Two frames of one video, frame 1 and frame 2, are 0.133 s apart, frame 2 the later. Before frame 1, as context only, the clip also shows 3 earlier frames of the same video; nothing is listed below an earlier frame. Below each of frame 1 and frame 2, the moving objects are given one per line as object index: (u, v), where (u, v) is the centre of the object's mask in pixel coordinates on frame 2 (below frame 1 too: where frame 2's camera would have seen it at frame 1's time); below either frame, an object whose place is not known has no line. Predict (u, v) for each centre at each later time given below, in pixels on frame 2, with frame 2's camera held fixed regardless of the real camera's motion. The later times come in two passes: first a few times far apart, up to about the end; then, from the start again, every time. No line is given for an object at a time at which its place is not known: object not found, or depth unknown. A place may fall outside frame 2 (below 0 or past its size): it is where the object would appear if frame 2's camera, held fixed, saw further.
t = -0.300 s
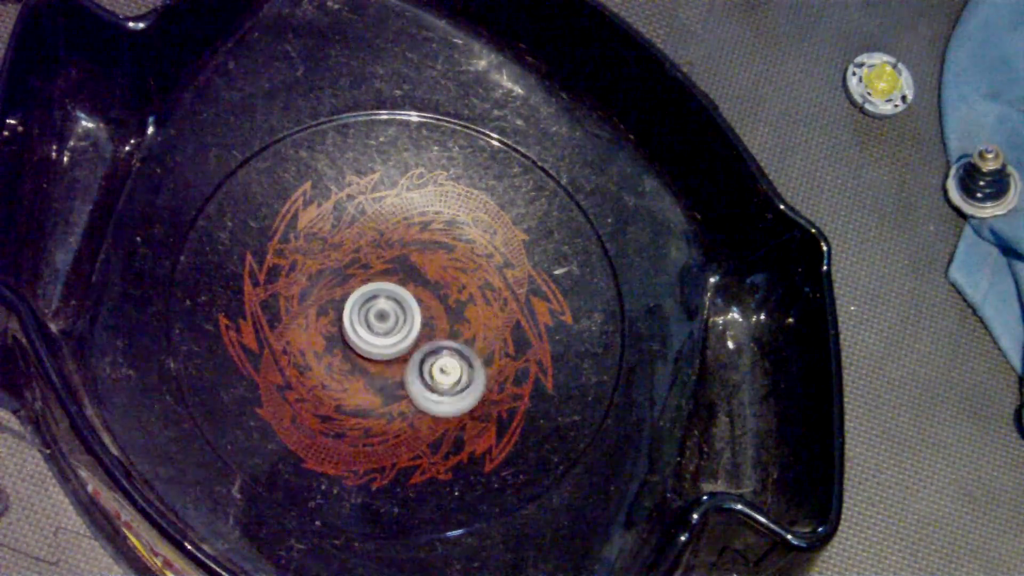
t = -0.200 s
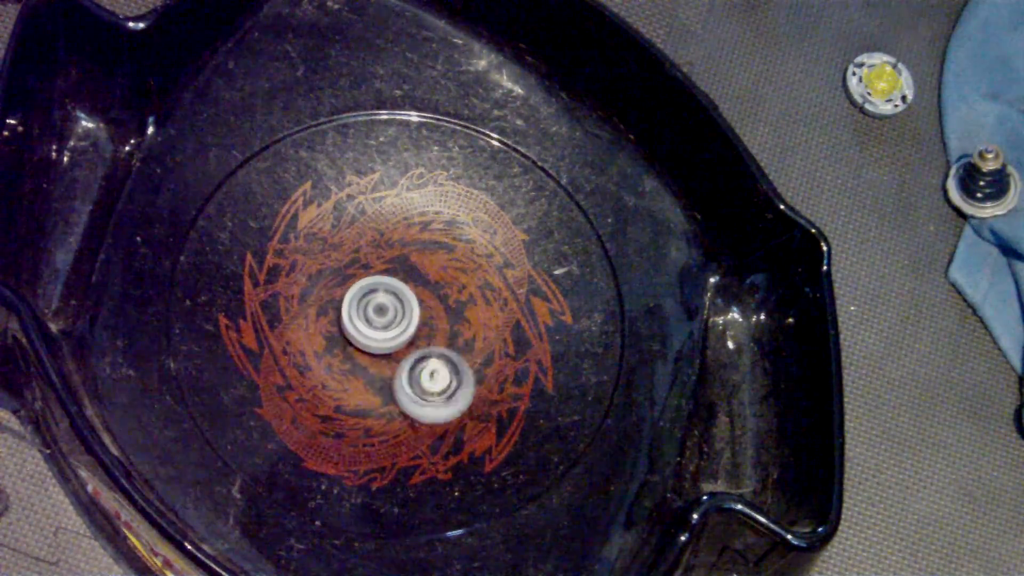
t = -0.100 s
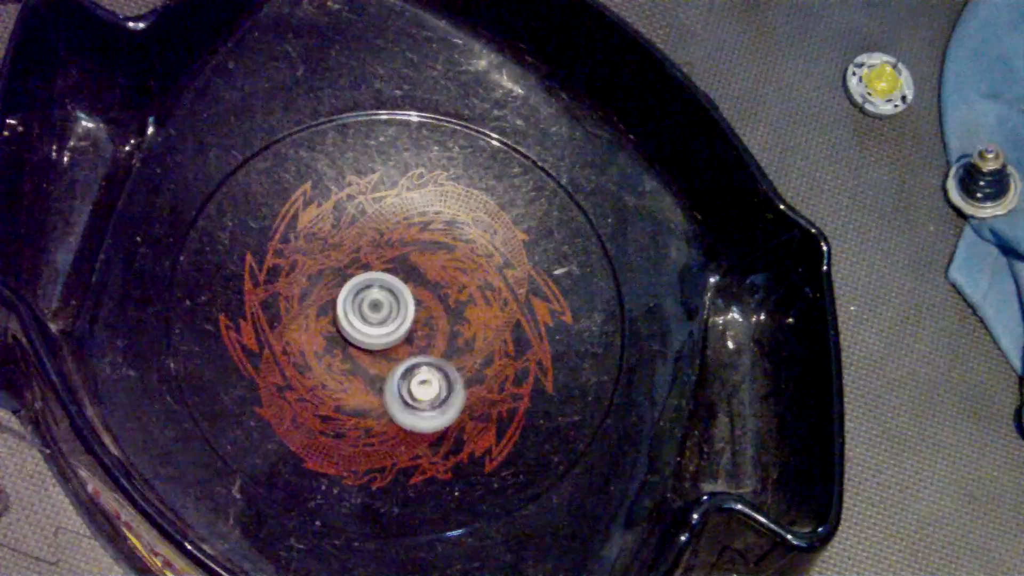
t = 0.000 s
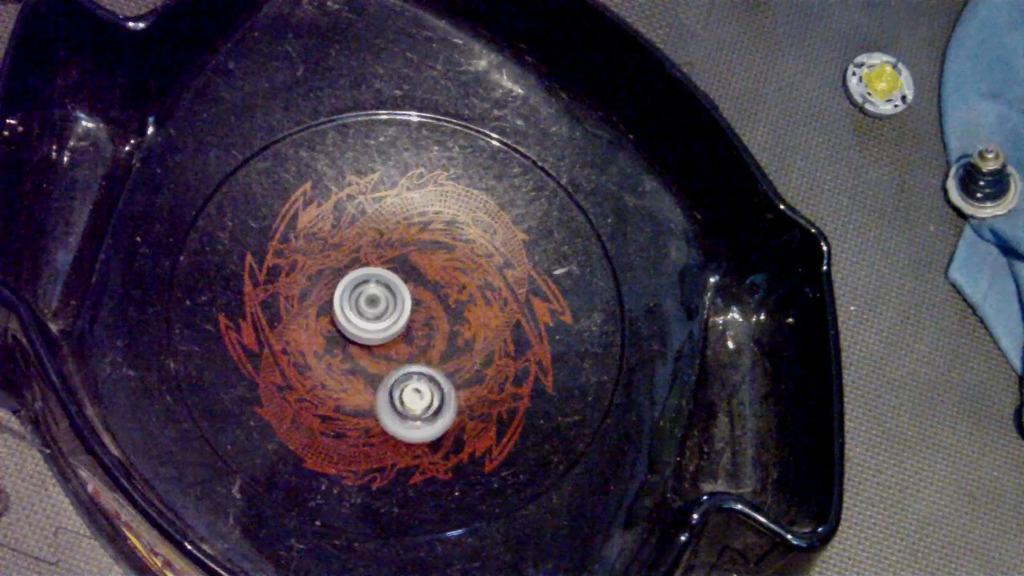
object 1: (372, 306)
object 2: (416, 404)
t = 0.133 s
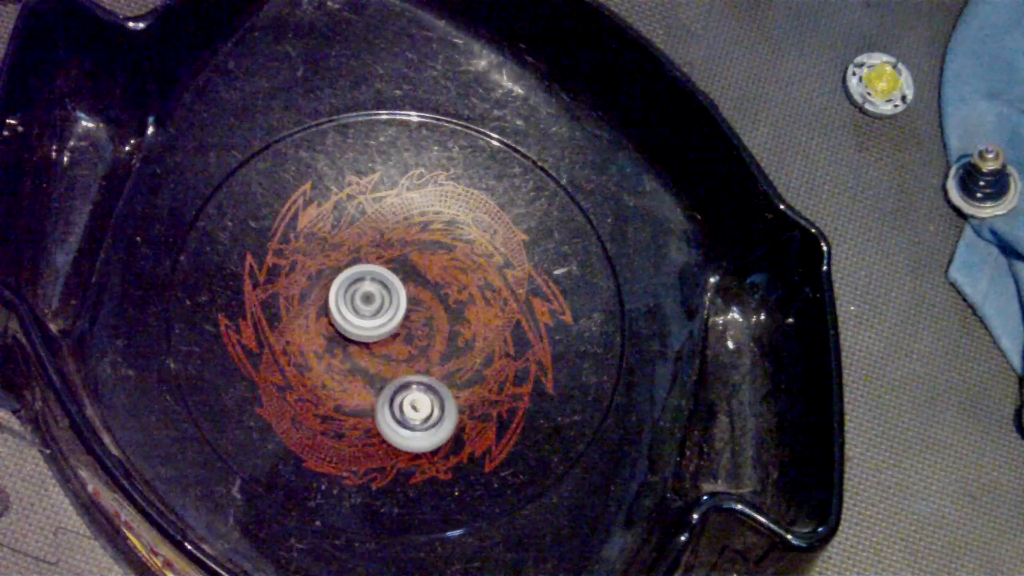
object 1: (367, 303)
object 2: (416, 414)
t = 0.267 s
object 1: (362, 300)
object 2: (419, 409)
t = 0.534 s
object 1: (355, 305)
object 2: (392, 392)
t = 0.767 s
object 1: (357, 315)
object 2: (363, 393)
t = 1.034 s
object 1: (358, 320)
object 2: (357, 402)
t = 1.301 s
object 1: (358, 308)
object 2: (359, 385)
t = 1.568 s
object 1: (353, 277)
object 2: (355, 356)
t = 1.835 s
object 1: (346, 242)
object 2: (357, 356)
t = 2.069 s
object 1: (351, 249)
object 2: (373, 348)
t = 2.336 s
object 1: (348, 251)
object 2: (380, 328)
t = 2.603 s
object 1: (359, 241)
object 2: (368, 324)
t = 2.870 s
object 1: (372, 250)
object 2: (346, 333)
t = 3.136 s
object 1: (386, 253)
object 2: (328, 337)
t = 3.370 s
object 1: (402, 264)
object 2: (324, 351)
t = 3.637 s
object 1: (427, 288)
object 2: (332, 363)
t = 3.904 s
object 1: (444, 318)
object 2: (338, 377)
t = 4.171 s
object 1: (444, 338)
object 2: (349, 389)
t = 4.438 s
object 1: (439, 355)
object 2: (370, 394)
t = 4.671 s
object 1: (453, 348)
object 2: (371, 396)
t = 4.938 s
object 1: (460, 336)
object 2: (387, 395)
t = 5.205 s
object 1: (463, 331)
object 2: (403, 385)
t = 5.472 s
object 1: (476, 326)
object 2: (415, 381)
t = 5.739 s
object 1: (487, 329)
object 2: (424, 386)
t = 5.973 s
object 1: (481, 326)
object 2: (420, 399)
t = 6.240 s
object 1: (481, 322)
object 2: (416, 395)
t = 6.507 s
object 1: (468, 333)
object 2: (413, 392)
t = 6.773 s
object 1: (460, 338)
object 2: (406, 388)
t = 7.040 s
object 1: (454, 321)
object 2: (385, 390)
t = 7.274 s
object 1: (453, 306)
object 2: (396, 393)
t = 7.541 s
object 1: (464, 311)
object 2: (393, 380)
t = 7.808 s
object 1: (459, 329)
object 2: (385, 386)
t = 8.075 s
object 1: (452, 344)
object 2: (385, 389)
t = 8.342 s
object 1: (459, 350)
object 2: (370, 385)
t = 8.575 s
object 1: (447, 350)
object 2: (376, 383)
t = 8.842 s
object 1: (447, 348)
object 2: (369, 389)
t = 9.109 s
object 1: (443, 345)
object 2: (369, 390)
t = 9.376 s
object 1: (445, 342)
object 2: (365, 388)
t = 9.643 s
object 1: (452, 339)
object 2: (366, 387)
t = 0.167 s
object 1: (366, 302)
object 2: (417, 414)
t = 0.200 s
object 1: (364, 301)
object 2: (418, 413)
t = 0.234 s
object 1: (363, 301)
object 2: (419, 411)
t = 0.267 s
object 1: (362, 300)
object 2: (419, 409)
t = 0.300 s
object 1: (362, 300)
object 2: (418, 406)
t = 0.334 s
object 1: (361, 300)
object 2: (416, 403)
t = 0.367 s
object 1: (360, 301)
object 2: (413, 401)
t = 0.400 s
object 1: (359, 301)
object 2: (409, 398)
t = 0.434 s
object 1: (358, 302)
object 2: (405, 396)
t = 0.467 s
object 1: (357, 303)
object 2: (401, 394)
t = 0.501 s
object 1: (355, 304)
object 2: (397, 393)
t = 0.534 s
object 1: (355, 305)
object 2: (392, 392)
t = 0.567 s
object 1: (354, 306)
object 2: (388, 391)
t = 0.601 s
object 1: (354, 307)
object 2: (384, 390)
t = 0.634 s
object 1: (354, 309)
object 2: (379, 390)
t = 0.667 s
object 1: (355, 311)
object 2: (375, 390)
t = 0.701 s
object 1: (356, 312)
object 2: (371, 391)
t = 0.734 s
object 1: (356, 314)
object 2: (367, 392)
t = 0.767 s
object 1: (357, 315)
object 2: (363, 393)
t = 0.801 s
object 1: (357, 315)
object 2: (359, 395)
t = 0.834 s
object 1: (357, 316)
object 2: (356, 396)
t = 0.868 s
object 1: (357, 316)
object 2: (354, 399)
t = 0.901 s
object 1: (357, 317)
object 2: (353, 401)
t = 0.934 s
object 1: (357, 317)
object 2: (353, 402)
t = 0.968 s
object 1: (357, 318)
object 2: (355, 403)
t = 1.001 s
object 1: (358, 319)
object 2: (356, 403)
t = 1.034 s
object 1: (358, 320)
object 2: (357, 402)
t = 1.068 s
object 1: (359, 321)
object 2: (358, 402)
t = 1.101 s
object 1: (360, 321)
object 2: (359, 402)
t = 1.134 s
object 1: (359, 320)
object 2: (359, 401)
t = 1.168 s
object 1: (358, 317)
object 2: (360, 399)
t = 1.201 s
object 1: (357, 315)
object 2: (360, 396)
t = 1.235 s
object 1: (357, 313)
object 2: (360, 392)
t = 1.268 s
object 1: (357, 310)
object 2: (360, 389)
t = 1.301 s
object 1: (358, 308)
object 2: (359, 385)
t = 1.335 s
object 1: (358, 304)
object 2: (358, 383)
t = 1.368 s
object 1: (357, 301)
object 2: (357, 379)
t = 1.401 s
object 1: (357, 297)
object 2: (357, 375)
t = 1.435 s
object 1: (356, 292)
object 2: (356, 372)
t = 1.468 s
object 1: (356, 288)
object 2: (356, 367)
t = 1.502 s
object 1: (355, 284)
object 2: (356, 363)
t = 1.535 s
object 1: (355, 281)
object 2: (355, 359)
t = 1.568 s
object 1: (353, 277)
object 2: (355, 356)
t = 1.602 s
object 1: (352, 273)
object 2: (355, 354)
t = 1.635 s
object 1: (351, 269)
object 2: (355, 350)
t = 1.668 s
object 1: (350, 266)
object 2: (355, 346)
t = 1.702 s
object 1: (348, 264)
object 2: (356, 342)
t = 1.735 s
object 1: (347, 260)
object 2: (356, 342)
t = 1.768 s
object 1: (347, 251)
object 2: (356, 348)
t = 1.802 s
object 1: (346, 246)
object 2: (356, 354)
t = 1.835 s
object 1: (346, 242)
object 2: (357, 356)
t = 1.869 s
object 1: (347, 240)
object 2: (357, 357)
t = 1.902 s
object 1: (348, 240)
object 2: (359, 356)
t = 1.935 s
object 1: (349, 241)
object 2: (362, 355)
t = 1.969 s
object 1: (350, 243)
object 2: (365, 354)
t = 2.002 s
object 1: (351, 245)
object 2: (368, 352)
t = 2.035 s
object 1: (351, 247)
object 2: (370, 350)
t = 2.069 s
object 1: (351, 249)
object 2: (373, 348)
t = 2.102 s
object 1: (351, 251)
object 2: (375, 345)
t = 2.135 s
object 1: (350, 252)
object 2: (377, 343)
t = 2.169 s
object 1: (349, 253)
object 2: (379, 341)
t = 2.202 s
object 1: (349, 253)
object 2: (380, 338)
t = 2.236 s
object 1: (348, 253)
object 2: (380, 335)
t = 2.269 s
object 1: (347, 252)
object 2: (381, 333)
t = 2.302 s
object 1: (347, 252)
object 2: (381, 330)
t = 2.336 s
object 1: (348, 251)
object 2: (380, 328)
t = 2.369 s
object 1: (349, 251)
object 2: (380, 325)
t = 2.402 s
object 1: (350, 251)
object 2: (378, 323)
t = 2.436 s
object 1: (351, 250)
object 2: (377, 323)
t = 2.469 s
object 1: (353, 247)
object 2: (375, 326)
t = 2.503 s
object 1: (354, 244)
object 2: (374, 327)
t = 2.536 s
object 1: (355, 242)
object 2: (373, 327)
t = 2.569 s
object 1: (357, 241)
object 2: (370, 326)
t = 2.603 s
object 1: (359, 241)
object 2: (368, 324)
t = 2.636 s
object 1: (360, 242)
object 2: (365, 324)
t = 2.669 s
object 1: (362, 243)
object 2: (362, 324)
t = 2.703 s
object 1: (364, 245)
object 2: (359, 324)
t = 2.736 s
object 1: (366, 247)
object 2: (357, 324)
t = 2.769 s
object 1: (367, 249)
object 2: (356, 325)
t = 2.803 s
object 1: (368, 251)
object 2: (353, 326)
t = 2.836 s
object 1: (370, 250)
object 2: (349, 331)
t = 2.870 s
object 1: (372, 250)
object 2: (346, 333)
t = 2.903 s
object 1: (373, 250)
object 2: (344, 334)
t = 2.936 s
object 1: (375, 250)
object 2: (342, 334)
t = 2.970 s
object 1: (377, 250)
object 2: (340, 334)
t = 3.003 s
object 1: (378, 250)
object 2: (337, 334)
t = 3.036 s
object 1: (380, 251)
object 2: (335, 335)
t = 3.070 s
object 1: (382, 251)
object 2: (333, 335)
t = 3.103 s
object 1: (384, 252)
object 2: (330, 336)
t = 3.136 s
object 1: (386, 253)
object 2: (328, 337)
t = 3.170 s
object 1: (388, 254)
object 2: (327, 338)
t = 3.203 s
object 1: (390, 255)
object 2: (325, 340)
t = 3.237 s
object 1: (392, 257)
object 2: (324, 342)
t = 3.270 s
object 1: (394, 258)
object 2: (323, 344)
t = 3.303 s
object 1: (397, 260)
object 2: (323, 347)
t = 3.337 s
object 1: (400, 262)
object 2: (323, 349)
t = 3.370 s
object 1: (402, 264)
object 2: (324, 351)
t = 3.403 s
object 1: (405, 266)
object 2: (325, 353)
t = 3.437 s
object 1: (408, 269)
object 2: (326, 355)
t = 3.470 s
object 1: (411, 271)
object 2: (327, 356)
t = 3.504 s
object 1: (414, 274)
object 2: (328, 358)
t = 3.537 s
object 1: (417, 278)
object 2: (329, 359)
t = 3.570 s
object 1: (420, 281)
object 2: (331, 360)
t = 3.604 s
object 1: (424, 284)
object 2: (331, 362)
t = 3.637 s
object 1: (427, 288)
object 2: (332, 363)
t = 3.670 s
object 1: (429, 292)
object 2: (333, 364)
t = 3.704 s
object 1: (432, 296)
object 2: (333, 366)
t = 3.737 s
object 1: (435, 299)
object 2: (334, 367)
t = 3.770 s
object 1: (437, 303)
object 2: (334, 369)
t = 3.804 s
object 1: (439, 307)
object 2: (335, 371)
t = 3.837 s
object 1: (441, 311)
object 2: (336, 372)
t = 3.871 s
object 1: (443, 314)
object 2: (337, 374)
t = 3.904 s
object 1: (444, 318)
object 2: (338, 377)
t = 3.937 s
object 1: (445, 321)
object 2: (339, 379)
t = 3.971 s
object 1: (445, 323)
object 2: (341, 380)
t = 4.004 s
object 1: (446, 326)
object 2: (342, 382)
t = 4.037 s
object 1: (446, 329)
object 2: (343, 383)
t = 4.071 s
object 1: (446, 331)
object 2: (344, 385)
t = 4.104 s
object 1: (446, 333)
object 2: (346, 386)
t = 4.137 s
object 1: (445, 336)
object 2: (347, 388)
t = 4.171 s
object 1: (444, 338)
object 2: (349, 389)
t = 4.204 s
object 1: (443, 341)
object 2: (352, 391)
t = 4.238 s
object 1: (443, 343)
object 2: (354, 392)
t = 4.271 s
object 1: (442, 345)
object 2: (356, 393)
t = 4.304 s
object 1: (441, 347)
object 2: (359, 394)
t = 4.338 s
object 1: (441, 349)
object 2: (362, 395)
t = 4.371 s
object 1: (440, 351)
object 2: (366, 395)
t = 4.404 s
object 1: (439, 353)
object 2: (369, 395)
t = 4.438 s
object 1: (439, 355)
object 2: (370, 394)
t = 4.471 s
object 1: (441, 355)
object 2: (370, 393)
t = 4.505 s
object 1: (443, 354)
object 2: (371, 393)
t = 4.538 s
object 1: (444, 353)
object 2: (372, 392)
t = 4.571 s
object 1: (445, 352)
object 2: (375, 392)
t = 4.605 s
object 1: (446, 351)
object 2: (378, 392)
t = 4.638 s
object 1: (450, 349)
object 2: (373, 394)
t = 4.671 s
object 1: (453, 348)
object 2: (371, 396)
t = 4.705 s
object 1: (456, 346)
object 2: (370, 397)
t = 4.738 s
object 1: (457, 345)
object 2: (372, 397)
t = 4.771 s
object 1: (458, 344)
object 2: (375, 397)
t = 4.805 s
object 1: (459, 342)
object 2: (377, 396)
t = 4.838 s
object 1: (459, 340)
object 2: (379, 396)
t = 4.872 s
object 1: (459, 339)
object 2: (381, 396)
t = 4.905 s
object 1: (459, 338)
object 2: (384, 395)
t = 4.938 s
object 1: (460, 336)
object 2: (387, 395)
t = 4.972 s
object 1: (460, 335)
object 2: (389, 393)
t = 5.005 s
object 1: (461, 333)
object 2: (391, 393)
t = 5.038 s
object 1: (461, 332)
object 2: (393, 392)
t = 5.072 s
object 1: (462, 332)
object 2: (395, 391)
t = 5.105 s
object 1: (463, 331)
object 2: (398, 389)
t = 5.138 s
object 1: (463, 331)
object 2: (400, 388)
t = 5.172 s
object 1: (463, 331)
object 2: (401, 387)
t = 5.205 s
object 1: (463, 331)
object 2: (403, 385)
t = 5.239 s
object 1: (463, 331)
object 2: (404, 384)
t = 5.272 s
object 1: (465, 330)
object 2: (404, 383)
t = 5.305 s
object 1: (467, 328)
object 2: (405, 383)
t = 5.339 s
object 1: (469, 326)
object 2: (406, 382)
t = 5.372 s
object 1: (471, 326)
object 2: (407, 382)
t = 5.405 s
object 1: (473, 326)
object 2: (410, 381)
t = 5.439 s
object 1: (474, 326)
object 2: (413, 381)
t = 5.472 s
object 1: (476, 326)
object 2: (415, 381)
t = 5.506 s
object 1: (478, 326)
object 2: (417, 382)
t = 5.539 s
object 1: (479, 327)
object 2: (418, 382)
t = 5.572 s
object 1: (480, 328)
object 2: (419, 382)
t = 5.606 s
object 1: (483, 328)
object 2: (419, 383)
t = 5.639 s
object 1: (485, 328)
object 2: (421, 384)
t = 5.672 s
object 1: (486, 328)
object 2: (422, 384)
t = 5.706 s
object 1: (487, 328)
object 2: (423, 385)
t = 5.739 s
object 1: (487, 329)
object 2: (424, 386)
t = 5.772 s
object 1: (486, 329)
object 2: (426, 387)
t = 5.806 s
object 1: (484, 330)
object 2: (426, 388)
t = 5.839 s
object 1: (482, 330)
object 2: (427, 389)
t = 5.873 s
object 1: (481, 331)
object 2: (427, 390)
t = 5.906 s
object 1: (479, 331)
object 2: (426, 392)
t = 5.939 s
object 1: (480, 329)
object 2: (421, 396)
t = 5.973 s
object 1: (481, 326)
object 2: (420, 399)
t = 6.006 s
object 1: (482, 324)
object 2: (418, 399)
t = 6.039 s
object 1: (483, 323)
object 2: (416, 397)
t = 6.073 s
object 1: (483, 322)
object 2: (415, 395)
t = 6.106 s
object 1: (483, 322)
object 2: (415, 395)
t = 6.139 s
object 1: (483, 322)
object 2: (416, 394)
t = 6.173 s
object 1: (483, 322)
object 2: (417, 394)
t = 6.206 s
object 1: (482, 322)
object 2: (417, 395)
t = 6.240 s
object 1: (481, 322)
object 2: (416, 395)
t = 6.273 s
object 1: (480, 322)
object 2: (416, 395)
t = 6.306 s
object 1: (479, 323)
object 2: (416, 395)
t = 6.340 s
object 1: (477, 325)
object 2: (416, 395)
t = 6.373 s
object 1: (476, 326)
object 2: (416, 395)
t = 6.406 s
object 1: (474, 328)
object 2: (415, 395)
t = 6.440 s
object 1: (473, 330)
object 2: (414, 394)
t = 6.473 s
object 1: (471, 332)
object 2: (413, 393)
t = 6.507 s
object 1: (468, 333)
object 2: (413, 392)
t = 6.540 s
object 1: (466, 335)
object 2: (413, 391)
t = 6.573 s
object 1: (464, 336)
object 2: (414, 391)
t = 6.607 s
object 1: (462, 338)
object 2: (414, 392)
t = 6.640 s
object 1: (461, 338)
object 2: (412, 393)
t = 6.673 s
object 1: (460, 337)
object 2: (411, 393)
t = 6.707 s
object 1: (461, 337)
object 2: (410, 392)
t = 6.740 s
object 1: (460, 338)
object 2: (408, 390)
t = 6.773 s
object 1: (460, 338)
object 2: (406, 388)
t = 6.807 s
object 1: (460, 336)
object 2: (403, 386)
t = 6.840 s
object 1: (460, 335)
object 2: (399, 382)
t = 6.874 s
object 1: (460, 333)
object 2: (396, 380)
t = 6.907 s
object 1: (459, 331)
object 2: (392, 380)
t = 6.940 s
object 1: (457, 329)
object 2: (389, 381)
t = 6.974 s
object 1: (456, 326)
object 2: (387, 384)
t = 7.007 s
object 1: (455, 323)
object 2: (385, 387)
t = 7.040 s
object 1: (454, 321)
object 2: (385, 390)
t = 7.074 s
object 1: (454, 319)
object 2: (386, 392)
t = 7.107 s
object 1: (453, 317)
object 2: (388, 394)
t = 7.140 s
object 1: (452, 314)
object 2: (390, 395)
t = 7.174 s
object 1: (452, 312)
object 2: (392, 395)
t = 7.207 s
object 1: (452, 310)
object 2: (393, 395)
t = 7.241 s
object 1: (452, 308)
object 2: (395, 394)
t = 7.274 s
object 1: (453, 306)
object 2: (396, 393)
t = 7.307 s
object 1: (454, 305)
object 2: (398, 392)
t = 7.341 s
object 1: (456, 304)
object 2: (399, 390)
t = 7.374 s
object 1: (458, 303)
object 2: (400, 388)
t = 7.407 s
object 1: (460, 304)
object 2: (399, 385)
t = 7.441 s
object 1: (461, 305)
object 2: (398, 383)
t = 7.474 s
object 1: (463, 307)
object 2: (397, 382)
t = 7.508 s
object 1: (464, 309)
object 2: (396, 381)
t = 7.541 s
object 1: (464, 311)
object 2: (393, 380)
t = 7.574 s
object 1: (464, 313)
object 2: (392, 380)
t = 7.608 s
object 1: (464, 315)
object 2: (390, 380)
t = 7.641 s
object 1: (463, 317)
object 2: (388, 381)
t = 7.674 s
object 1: (462, 320)
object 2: (387, 382)
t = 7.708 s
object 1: (461, 322)
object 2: (386, 382)
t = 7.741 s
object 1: (461, 324)
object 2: (385, 384)
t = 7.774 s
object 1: (460, 326)
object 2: (385, 385)
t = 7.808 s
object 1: (459, 329)
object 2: (385, 386)
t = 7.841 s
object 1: (458, 331)
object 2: (384, 387)
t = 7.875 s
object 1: (457, 333)
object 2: (384, 388)
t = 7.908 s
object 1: (456, 335)
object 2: (385, 389)
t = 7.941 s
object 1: (456, 336)
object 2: (385, 390)
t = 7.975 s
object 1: (455, 338)
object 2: (385, 390)
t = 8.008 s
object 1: (454, 340)
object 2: (385, 390)
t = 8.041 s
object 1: (453, 342)
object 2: (385, 390)
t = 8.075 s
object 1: (452, 344)
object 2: (385, 389)
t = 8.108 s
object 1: (454, 345)
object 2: (380, 390)
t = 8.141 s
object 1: (458, 345)
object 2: (373, 391)
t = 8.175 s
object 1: (460, 345)
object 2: (369, 390)
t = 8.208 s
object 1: (462, 346)
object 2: (369, 389)
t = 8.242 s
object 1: (462, 348)
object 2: (369, 388)
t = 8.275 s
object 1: (461, 349)
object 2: (370, 387)
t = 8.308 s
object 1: (460, 349)
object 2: (370, 386)
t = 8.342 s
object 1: (459, 350)
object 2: (370, 385)
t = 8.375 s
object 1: (458, 350)
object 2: (371, 385)
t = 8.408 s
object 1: (457, 351)
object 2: (371, 384)
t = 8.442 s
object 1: (455, 351)
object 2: (372, 383)
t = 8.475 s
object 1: (453, 351)
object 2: (374, 383)
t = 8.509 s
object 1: (451, 351)
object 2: (375, 383)
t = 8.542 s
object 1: (449, 350)
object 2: (375, 383)
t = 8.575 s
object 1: (447, 350)
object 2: (376, 383)
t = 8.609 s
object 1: (447, 349)
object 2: (375, 383)
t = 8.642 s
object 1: (448, 349)
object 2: (373, 383)
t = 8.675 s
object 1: (448, 349)
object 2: (372, 384)
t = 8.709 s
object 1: (448, 348)
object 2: (371, 385)
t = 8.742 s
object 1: (448, 349)
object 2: (370, 386)
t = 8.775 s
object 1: (448, 348)
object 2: (369, 387)
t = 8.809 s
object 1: (448, 348)
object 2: (369, 388)
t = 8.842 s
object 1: (447, 348)
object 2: (369, 389)
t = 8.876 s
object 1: (447, 348)
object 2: (368, 390)
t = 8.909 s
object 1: (446, 348)
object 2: (369, 390)
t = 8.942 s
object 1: (446, 347)
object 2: (369, 391)
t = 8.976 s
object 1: (445, 347)
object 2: (369, 391)
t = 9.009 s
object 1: (444, 346)
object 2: (369, 391)
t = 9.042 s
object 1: (444, 345)
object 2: (369, 391)
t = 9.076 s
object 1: (443, 345)
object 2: (369, 390)
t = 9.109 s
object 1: (443, 345)
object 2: (369, 390)
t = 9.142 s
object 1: (443, 345)
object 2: (369, 389)
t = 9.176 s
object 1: (442, 345)
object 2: (368, 389)
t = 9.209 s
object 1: (442, 345)
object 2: (369, 388)
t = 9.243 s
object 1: (441, 345)
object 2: (369, 387)
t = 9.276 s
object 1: (441, 345)
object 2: (369, 386)
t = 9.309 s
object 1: (442, 344)
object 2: (368, 386)
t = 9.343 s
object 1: (444, 343)
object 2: (366, 387)
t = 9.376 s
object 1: (445, 342)
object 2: (365, 388)
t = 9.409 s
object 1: (447, 341)
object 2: (364, 389)
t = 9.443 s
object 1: (449, 340)
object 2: (364, 390)
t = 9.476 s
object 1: (451, 340)
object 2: (365, 390)
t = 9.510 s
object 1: (451, 340)
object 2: (365, 390)
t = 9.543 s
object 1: (452, 340)
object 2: (365, 390)
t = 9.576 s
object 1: (452, 339)
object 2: (365, 389)
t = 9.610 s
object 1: (452, 340)
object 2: (365, 389)
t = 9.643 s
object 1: (452, 339)
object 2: (366, 387)
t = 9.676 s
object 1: (452, 339)
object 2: (366, 387)
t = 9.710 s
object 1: (452, 339)
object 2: (366, 386)
